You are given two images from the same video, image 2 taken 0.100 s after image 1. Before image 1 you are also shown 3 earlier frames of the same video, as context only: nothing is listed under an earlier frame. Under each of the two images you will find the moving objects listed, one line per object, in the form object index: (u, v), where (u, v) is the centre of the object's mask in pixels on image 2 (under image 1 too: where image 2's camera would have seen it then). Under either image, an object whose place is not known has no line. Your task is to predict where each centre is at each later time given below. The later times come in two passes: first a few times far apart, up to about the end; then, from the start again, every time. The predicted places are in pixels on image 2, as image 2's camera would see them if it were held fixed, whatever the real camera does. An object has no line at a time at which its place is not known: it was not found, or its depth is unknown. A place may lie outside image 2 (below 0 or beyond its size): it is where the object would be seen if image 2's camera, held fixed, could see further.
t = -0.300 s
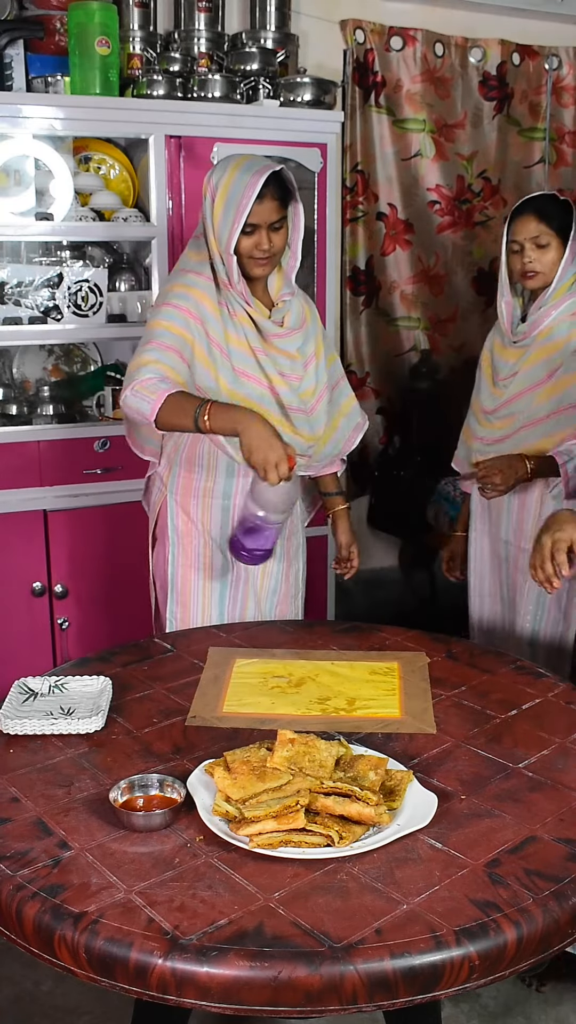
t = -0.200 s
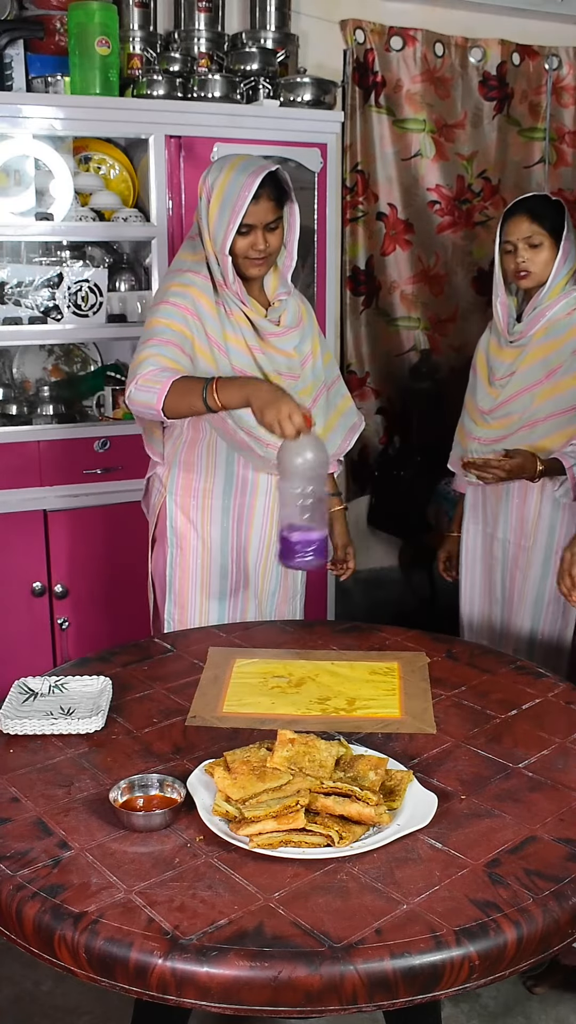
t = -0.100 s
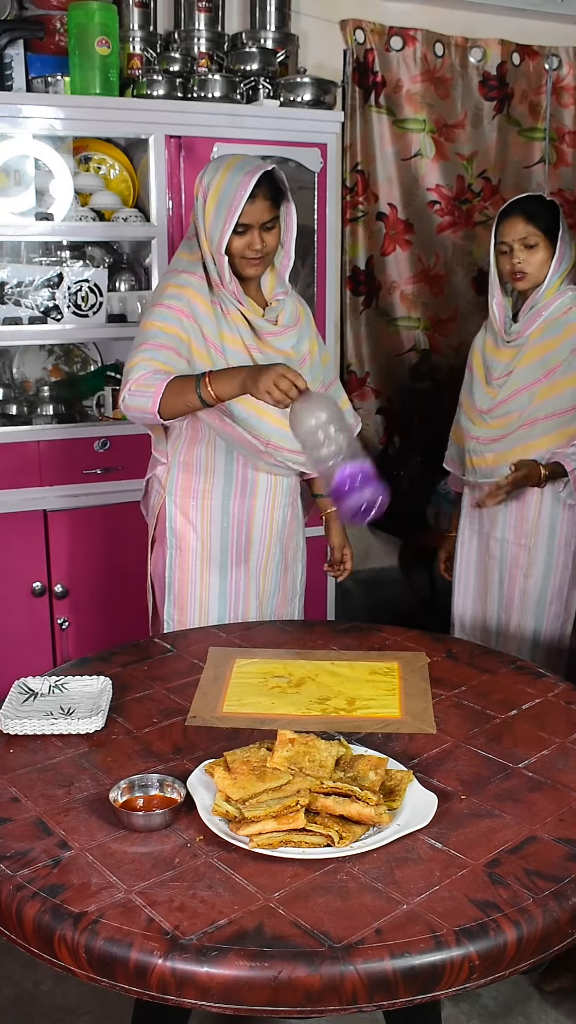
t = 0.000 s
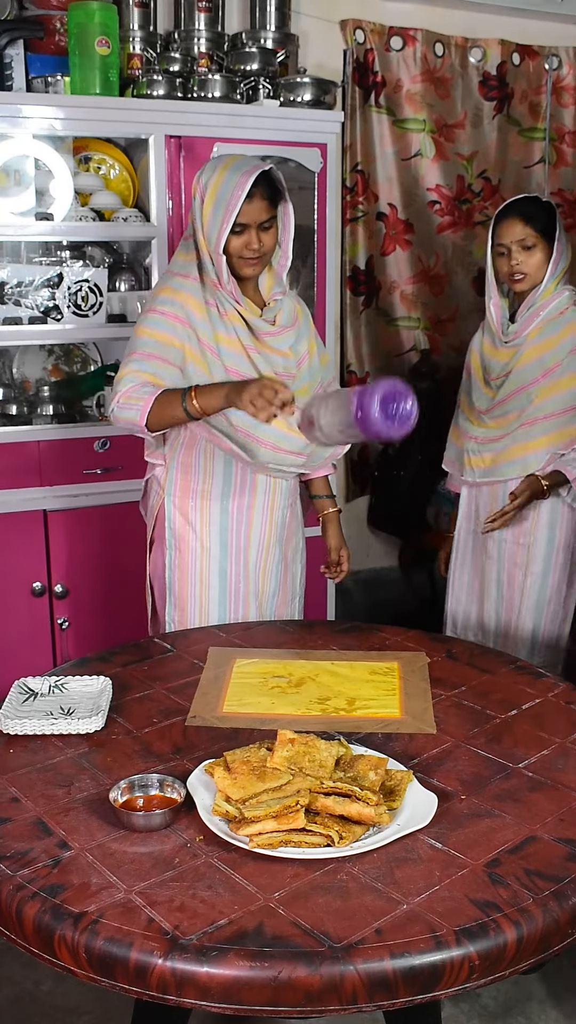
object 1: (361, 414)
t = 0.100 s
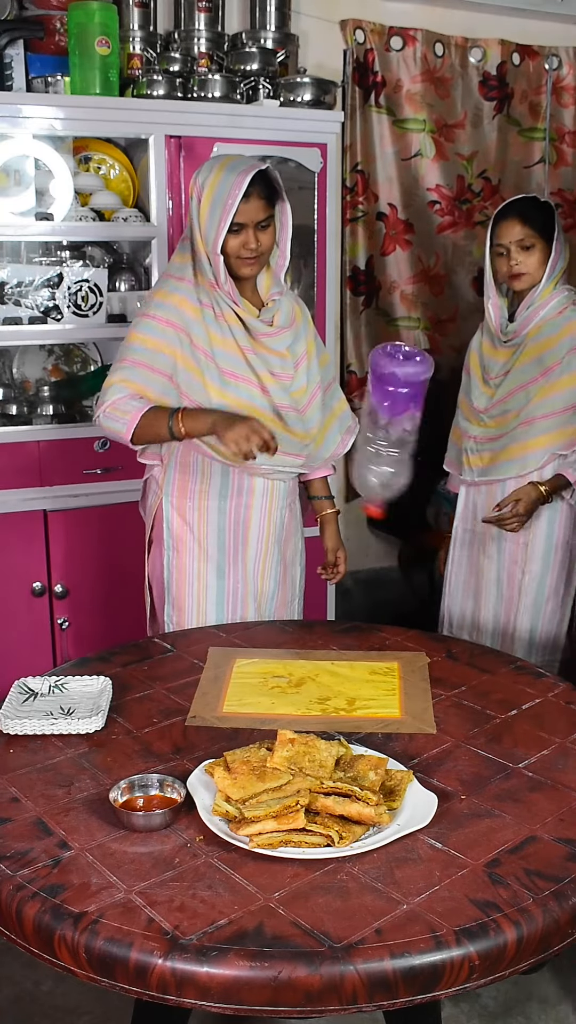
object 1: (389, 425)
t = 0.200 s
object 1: (434, 473)
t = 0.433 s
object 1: (484, 754)
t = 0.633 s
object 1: (489, 768)
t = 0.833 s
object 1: (479, 771)
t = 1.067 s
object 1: (468, 774)
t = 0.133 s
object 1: (404, 439)
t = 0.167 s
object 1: (418, 454)
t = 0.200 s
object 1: (434, 473)
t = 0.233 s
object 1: (445, 497)
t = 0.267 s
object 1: (455, 526)
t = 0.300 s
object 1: (464, 563)
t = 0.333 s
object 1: (468, 609)
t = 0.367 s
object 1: (471, 664)
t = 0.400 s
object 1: (478, 715)
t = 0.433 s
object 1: (484, 754)
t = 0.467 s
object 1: (486, 755)
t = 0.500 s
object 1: (489, 758)
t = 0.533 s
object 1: (491, 762)
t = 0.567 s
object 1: (492, 766)
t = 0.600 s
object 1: (491, 767)
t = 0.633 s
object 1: (489, 768)
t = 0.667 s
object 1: (487, 769)
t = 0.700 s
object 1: (487, 769)
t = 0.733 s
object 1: (486, 769)
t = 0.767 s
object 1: (485, 769)
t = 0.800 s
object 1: (483, 770)
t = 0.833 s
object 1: (479, 771)
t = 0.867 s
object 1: (476, 772)
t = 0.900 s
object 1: (474, 772)
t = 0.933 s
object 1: (473, 772)
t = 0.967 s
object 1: (473, 772)
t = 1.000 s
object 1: (472, 773)
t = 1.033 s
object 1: (470, 773)
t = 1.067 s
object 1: (468, 774)
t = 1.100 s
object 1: (468, 774)
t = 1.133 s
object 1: (468, 774)
